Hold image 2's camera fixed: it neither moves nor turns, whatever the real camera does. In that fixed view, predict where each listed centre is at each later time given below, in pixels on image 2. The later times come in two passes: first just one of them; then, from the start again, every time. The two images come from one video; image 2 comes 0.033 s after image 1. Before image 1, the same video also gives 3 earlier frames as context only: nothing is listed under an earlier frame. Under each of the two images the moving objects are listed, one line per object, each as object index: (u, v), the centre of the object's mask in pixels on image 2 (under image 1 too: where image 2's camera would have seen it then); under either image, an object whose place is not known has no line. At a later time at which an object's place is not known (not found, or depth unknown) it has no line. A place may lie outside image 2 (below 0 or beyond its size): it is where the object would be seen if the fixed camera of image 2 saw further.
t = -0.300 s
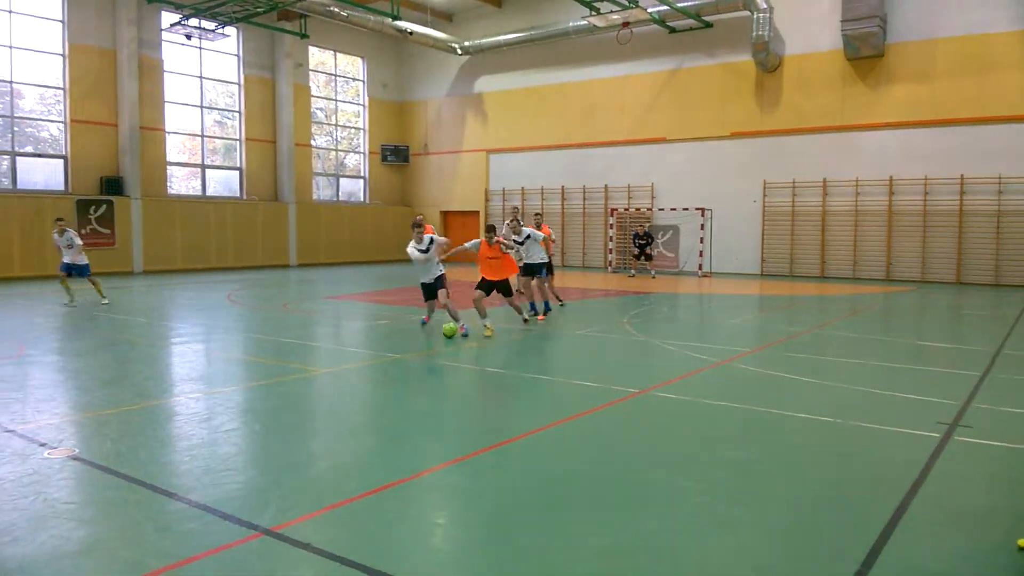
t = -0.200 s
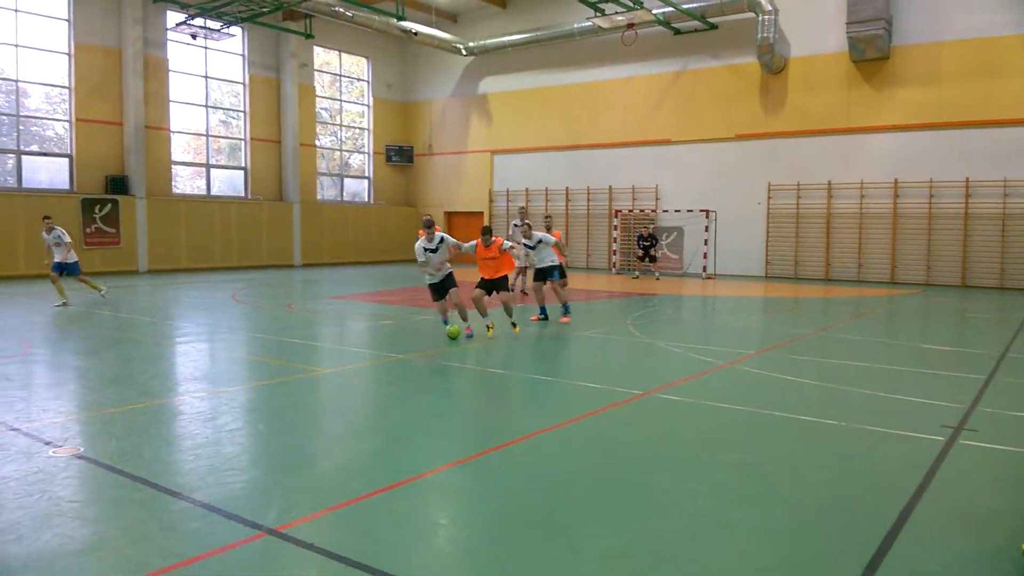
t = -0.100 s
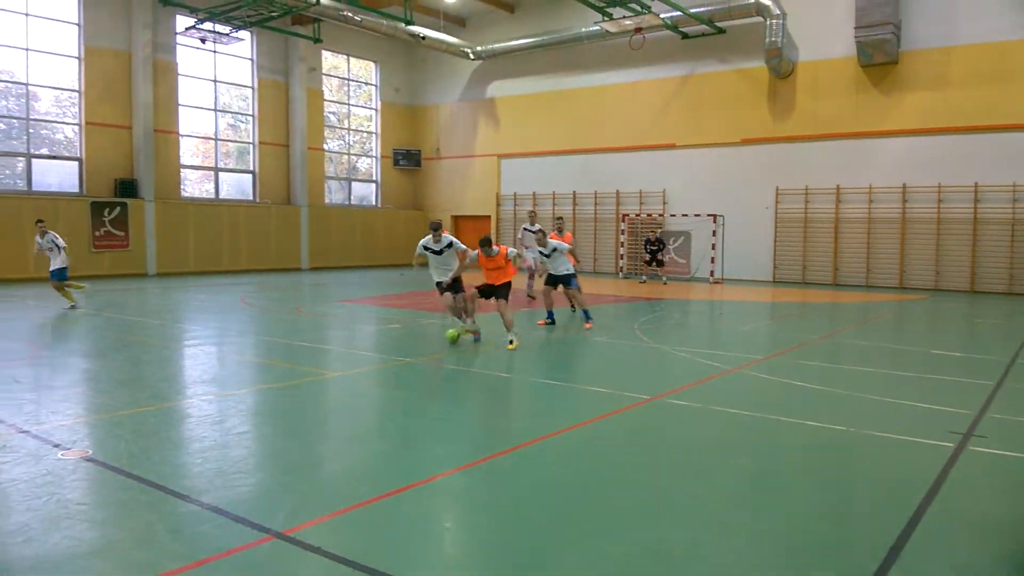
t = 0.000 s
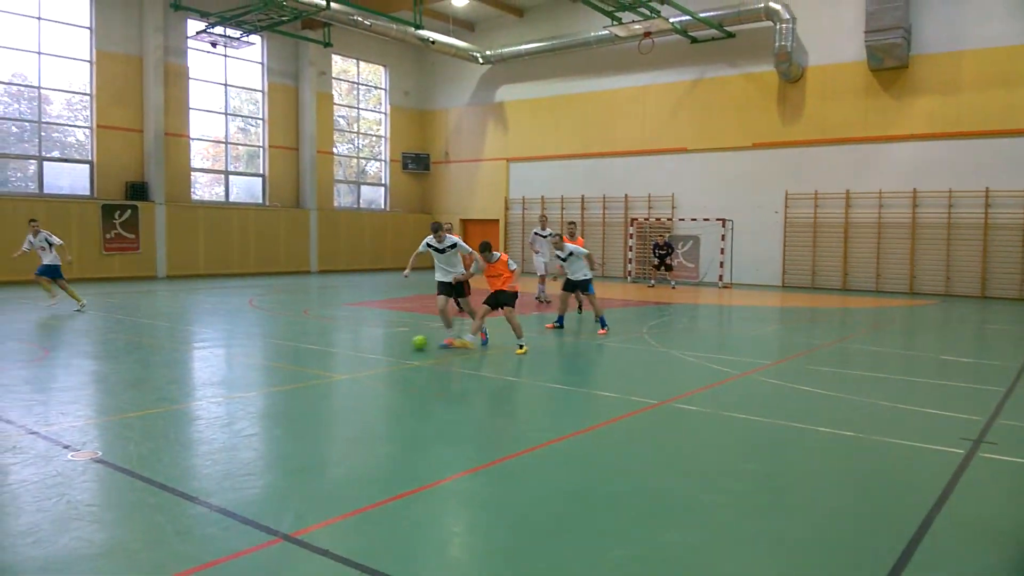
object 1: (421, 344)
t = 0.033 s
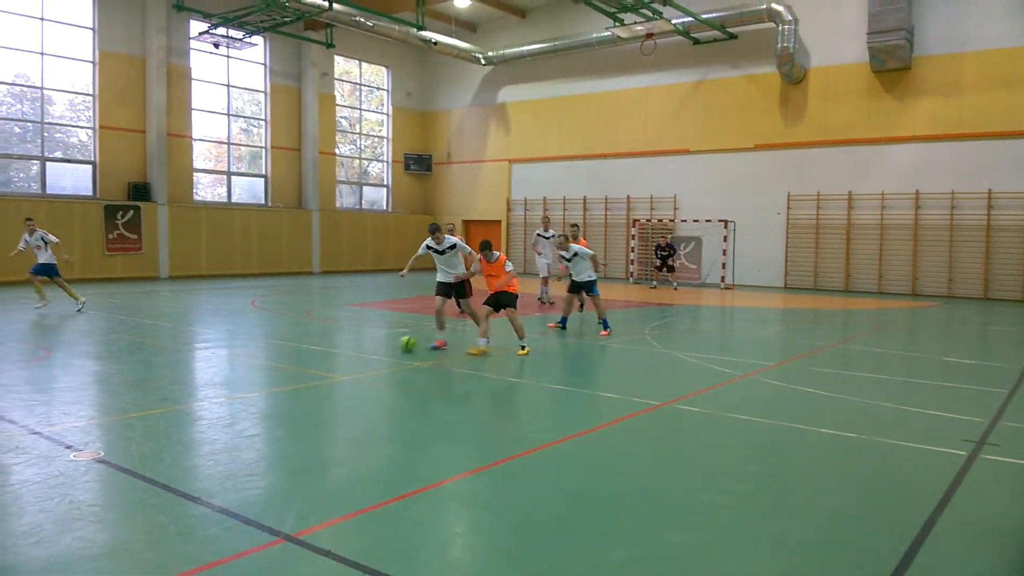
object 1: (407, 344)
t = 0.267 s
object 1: (316, 349)
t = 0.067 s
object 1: (394, 345)
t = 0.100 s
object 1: (381, 346)
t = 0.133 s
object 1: (367, 347)
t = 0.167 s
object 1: (354, 348)
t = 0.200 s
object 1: (341, 348)
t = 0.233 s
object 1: (329, 349)
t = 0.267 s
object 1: (316, 349)
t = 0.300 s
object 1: (303, 350)
